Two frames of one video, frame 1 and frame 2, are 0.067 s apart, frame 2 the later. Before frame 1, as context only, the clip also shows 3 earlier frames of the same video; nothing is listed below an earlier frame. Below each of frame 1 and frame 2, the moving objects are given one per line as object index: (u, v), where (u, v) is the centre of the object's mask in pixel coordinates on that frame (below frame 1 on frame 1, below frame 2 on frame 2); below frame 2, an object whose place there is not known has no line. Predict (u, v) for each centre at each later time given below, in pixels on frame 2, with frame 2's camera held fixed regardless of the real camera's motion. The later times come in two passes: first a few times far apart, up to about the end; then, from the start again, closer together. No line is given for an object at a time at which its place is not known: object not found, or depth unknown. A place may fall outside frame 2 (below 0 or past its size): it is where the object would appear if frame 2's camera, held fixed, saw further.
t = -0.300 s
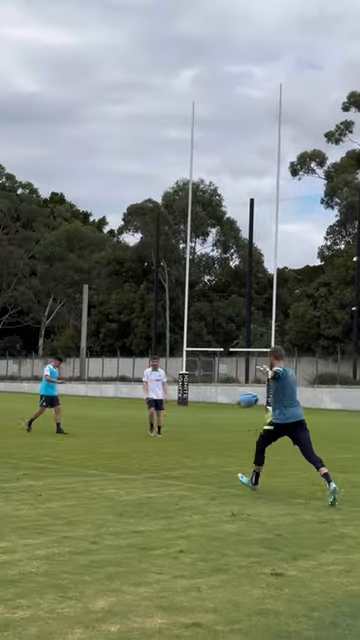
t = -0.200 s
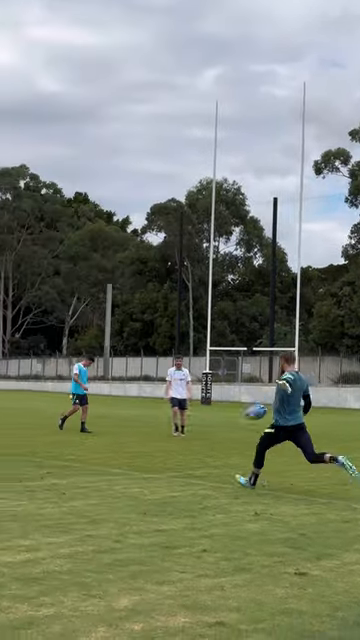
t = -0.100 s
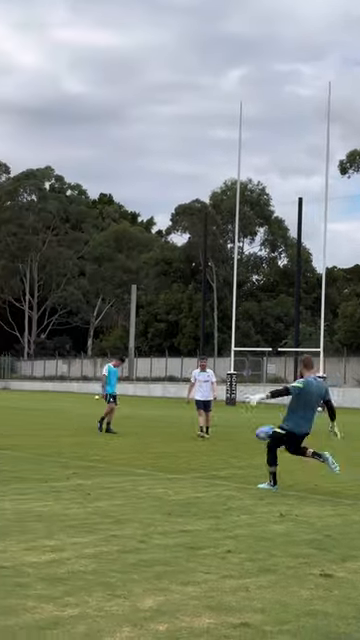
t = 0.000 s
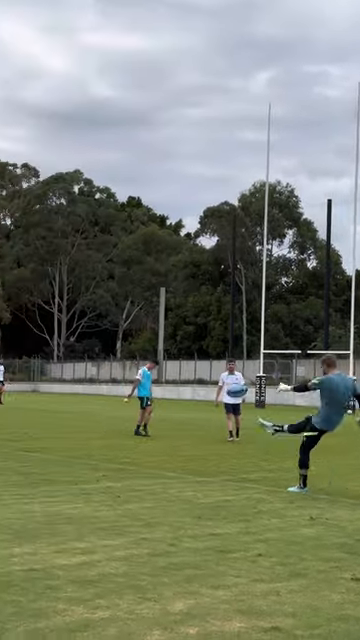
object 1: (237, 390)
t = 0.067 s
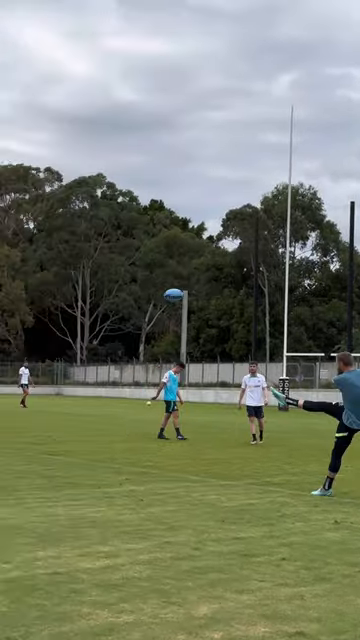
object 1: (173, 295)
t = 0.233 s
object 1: (-6, 128)
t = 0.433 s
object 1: (-180, 8)
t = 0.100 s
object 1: (134, 254)
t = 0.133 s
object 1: (97, 215)
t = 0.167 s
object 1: (62, 186)
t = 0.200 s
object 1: (27, 155)
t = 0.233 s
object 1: (-6, 128)
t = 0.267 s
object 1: (-37, 103)
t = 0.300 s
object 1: (-68, 81)
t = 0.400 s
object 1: (-152, 25)
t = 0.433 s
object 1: (-180, 8)
